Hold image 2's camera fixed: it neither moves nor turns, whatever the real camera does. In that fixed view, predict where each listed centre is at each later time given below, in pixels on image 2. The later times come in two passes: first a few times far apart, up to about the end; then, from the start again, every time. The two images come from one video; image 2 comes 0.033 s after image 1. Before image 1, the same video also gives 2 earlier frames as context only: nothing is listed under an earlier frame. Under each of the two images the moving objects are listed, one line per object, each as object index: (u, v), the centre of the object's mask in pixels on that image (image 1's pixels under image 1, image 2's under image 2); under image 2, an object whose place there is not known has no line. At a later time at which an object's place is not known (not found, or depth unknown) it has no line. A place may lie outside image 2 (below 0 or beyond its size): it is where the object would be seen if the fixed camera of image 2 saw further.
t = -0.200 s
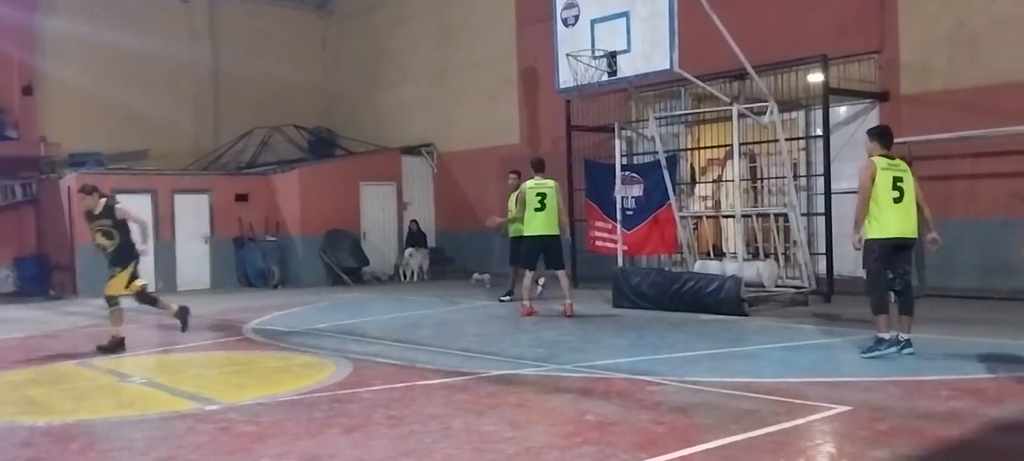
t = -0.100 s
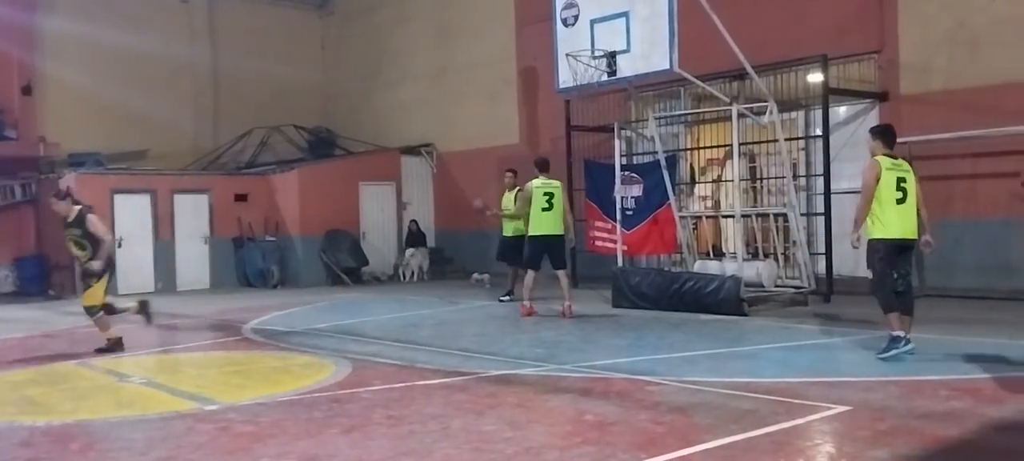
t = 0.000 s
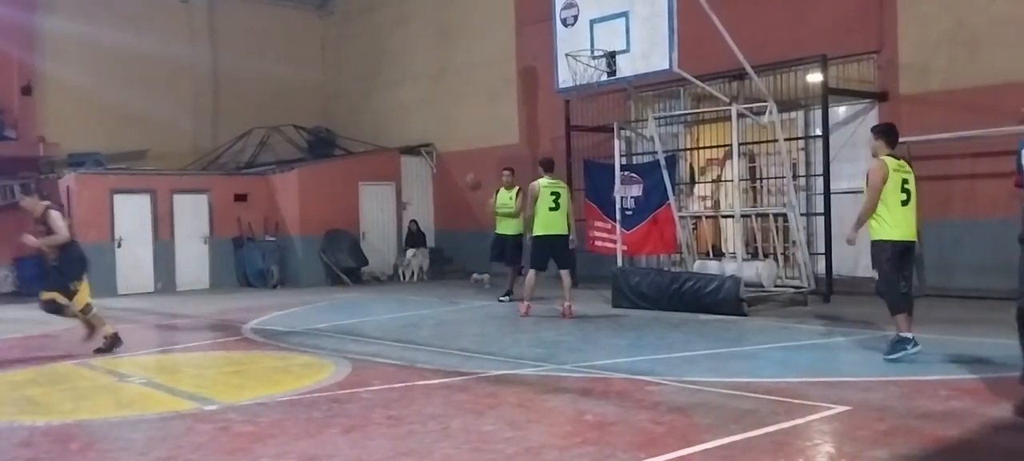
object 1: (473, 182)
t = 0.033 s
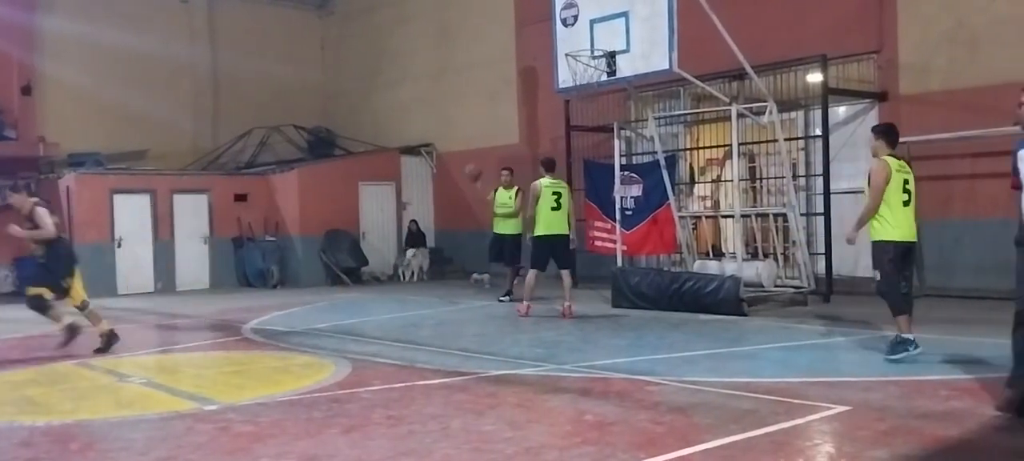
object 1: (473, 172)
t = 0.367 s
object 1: (493, 83)
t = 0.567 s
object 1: (508, 63)
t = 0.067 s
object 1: (474, 161)
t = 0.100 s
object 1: (478, 151)
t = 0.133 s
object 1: (479, 141)
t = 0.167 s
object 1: (481, 131)
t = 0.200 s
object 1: (482, 121)
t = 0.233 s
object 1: (484, 113)
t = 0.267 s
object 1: (486, 104)
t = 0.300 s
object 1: (488, 96)
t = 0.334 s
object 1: (490, 89)
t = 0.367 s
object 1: (493, 83)
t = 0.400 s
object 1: (496, 78)
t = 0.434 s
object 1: (498, 73)
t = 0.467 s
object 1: (501, 70)
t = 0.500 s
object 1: (504, 66)
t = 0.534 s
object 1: (506, 64)
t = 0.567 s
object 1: (508, 63)
